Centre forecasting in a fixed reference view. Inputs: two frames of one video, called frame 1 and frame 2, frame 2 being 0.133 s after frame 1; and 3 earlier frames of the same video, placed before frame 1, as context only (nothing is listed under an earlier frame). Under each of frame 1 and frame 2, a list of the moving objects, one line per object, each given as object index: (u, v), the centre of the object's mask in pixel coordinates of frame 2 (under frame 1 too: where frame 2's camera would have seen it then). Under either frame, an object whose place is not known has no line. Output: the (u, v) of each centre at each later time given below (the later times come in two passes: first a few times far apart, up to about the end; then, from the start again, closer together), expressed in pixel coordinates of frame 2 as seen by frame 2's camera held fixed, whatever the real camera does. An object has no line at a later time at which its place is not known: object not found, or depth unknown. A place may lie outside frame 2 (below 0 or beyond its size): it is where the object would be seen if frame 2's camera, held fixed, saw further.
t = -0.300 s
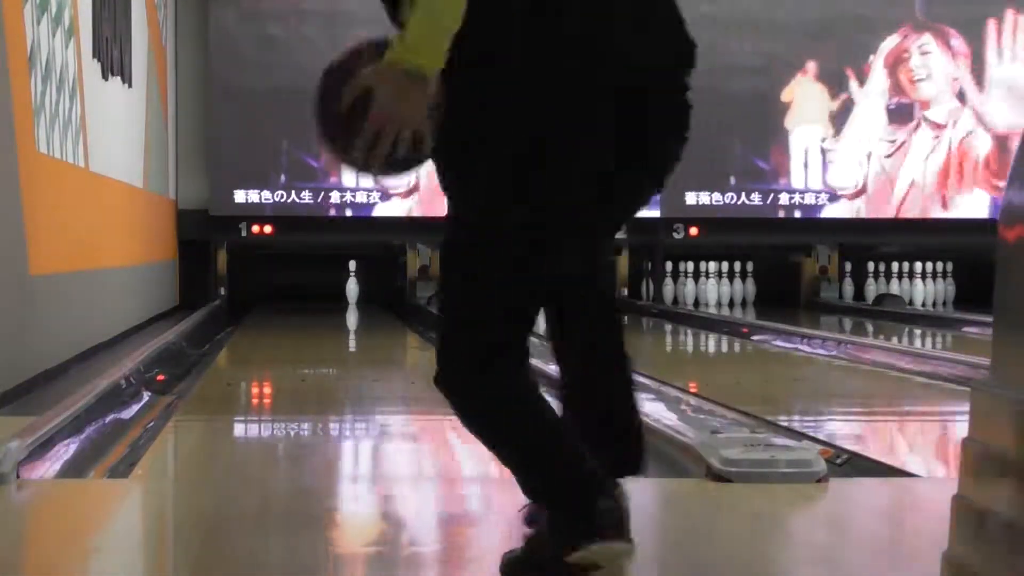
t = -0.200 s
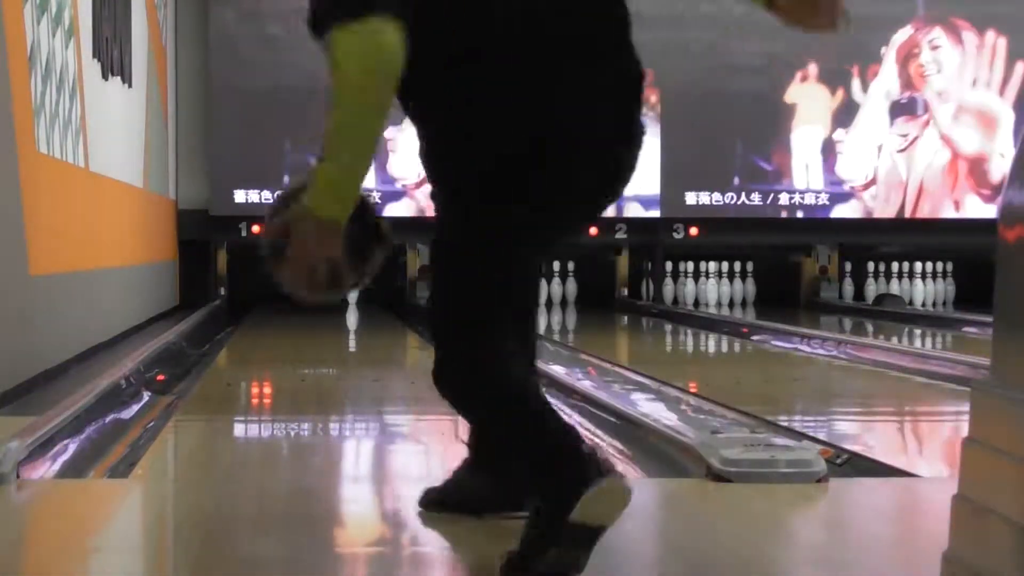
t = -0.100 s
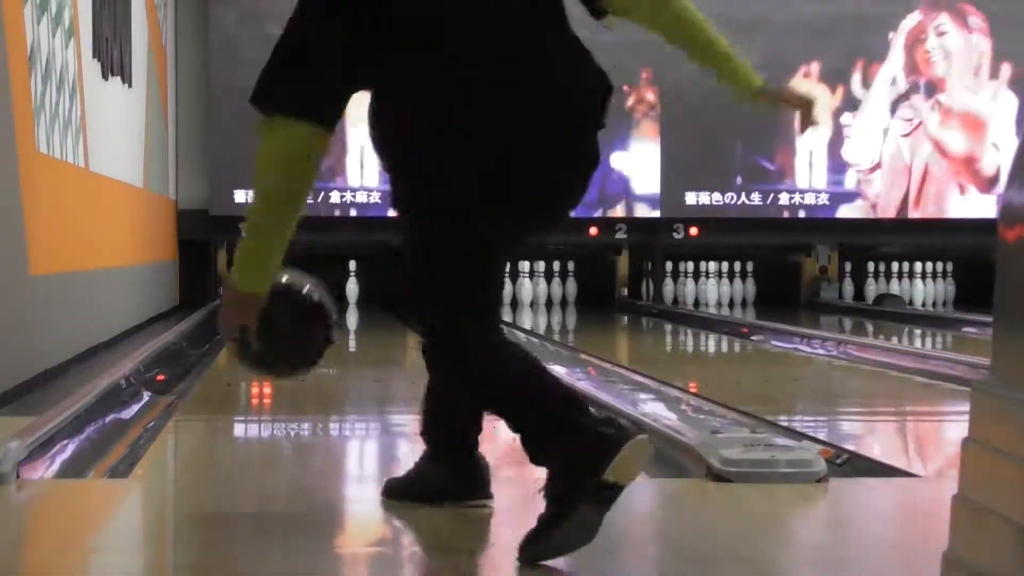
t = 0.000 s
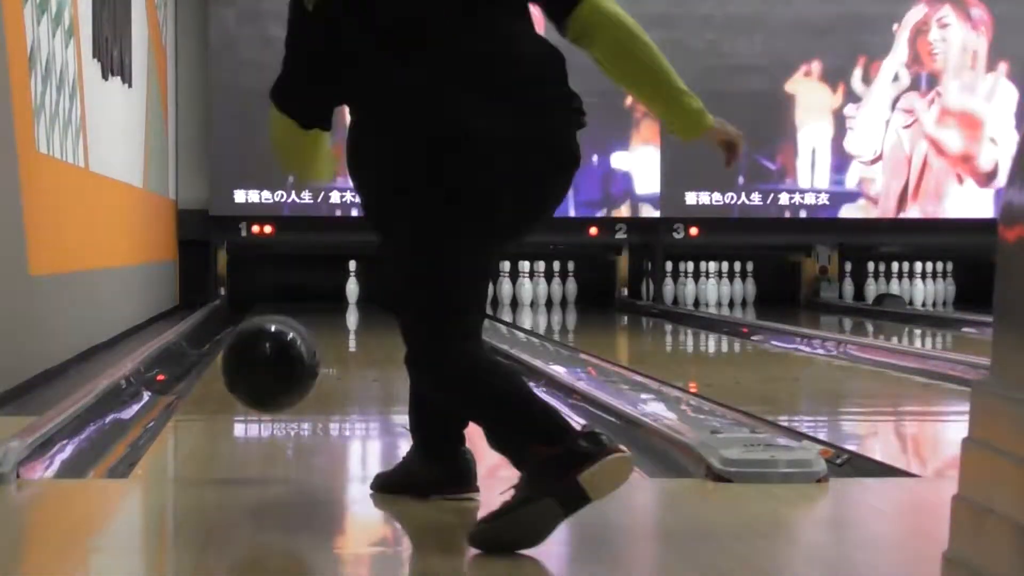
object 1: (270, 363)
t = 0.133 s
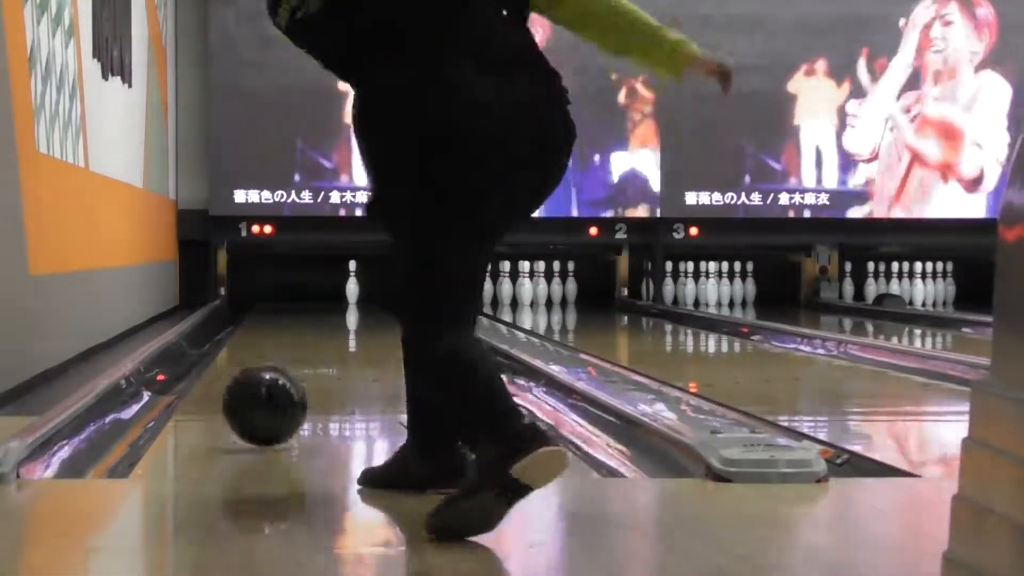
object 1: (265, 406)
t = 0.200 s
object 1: (262, 399)
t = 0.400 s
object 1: (260, 377)
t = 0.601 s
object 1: (258, 360)
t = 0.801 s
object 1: (258, 345)
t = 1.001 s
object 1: (258, 335)
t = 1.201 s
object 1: (260, 328)
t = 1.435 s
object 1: (263, 320)
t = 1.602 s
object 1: (265, 316)
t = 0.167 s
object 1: (264, 401)
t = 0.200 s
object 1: (262, 399)
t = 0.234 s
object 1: (262, 395)
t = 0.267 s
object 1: (261, 391)
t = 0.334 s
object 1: (260, 383)
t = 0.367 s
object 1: (260, 380)
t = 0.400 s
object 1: (260, 377)
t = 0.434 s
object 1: (259, 374)
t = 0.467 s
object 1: (259, 371)
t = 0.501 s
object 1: (258, 368)
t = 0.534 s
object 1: (258, 365)
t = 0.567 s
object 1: (258, 362)
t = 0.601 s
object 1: (258, 360)
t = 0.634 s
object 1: (258, 358)
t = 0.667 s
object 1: (257, 355)
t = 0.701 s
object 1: (257, 352)
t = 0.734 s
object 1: (257, 351)
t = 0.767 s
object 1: (258, 347)
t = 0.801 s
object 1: (258, 345)
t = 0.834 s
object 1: (257, 343)
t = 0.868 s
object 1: (258, 342)
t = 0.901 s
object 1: (258, 340)
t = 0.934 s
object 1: (258, 339)
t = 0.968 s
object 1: (258, 337)
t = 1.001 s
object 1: (258, 335)
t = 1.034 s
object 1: (259, 334)
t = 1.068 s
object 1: (259, 333)
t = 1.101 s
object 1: (259, 331)
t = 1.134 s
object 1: (260, 330)
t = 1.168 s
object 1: (260, 329)
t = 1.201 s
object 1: (260, 328)
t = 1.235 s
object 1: (261, 326)
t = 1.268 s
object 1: (261, 326)
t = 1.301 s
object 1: (261, 325)
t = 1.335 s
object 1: (261, 323)
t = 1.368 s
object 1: (261, 323)
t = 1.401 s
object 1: (262, 322)
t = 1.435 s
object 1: (263, 320)
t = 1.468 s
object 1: (263, 319)
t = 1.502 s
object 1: (264, 318)
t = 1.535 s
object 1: (264, 317)
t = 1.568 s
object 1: (264, 317)
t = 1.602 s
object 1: (265, 316)
